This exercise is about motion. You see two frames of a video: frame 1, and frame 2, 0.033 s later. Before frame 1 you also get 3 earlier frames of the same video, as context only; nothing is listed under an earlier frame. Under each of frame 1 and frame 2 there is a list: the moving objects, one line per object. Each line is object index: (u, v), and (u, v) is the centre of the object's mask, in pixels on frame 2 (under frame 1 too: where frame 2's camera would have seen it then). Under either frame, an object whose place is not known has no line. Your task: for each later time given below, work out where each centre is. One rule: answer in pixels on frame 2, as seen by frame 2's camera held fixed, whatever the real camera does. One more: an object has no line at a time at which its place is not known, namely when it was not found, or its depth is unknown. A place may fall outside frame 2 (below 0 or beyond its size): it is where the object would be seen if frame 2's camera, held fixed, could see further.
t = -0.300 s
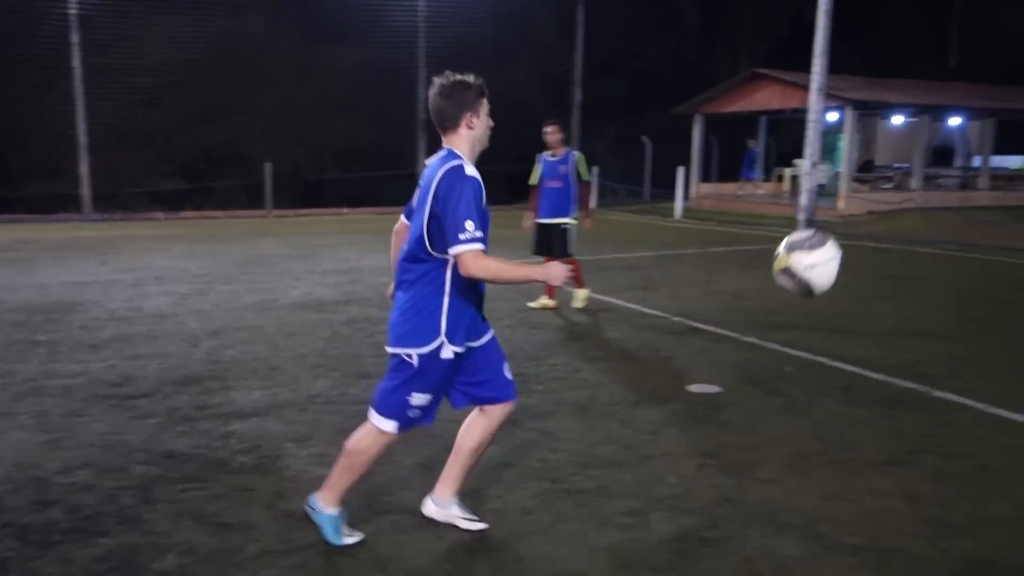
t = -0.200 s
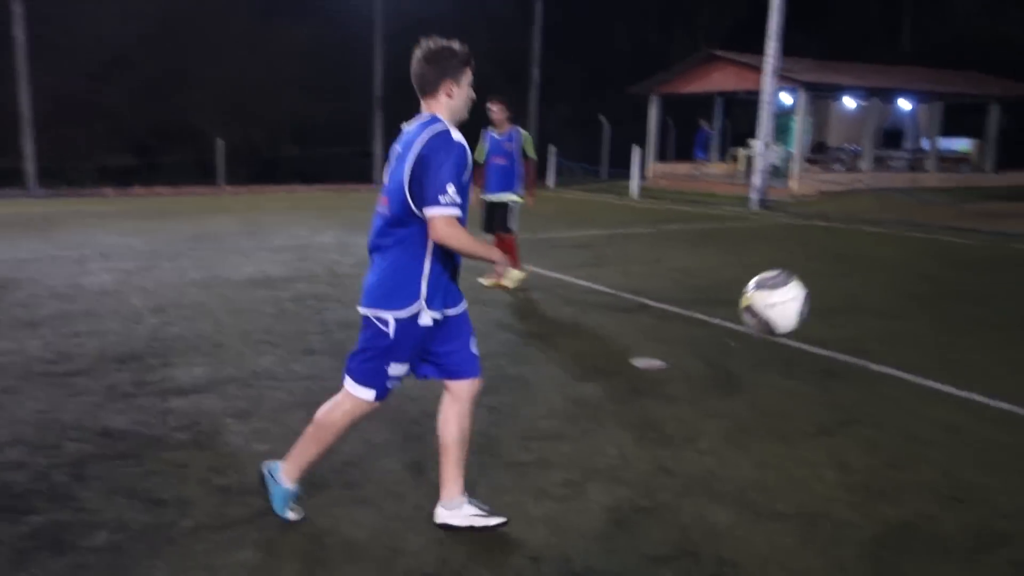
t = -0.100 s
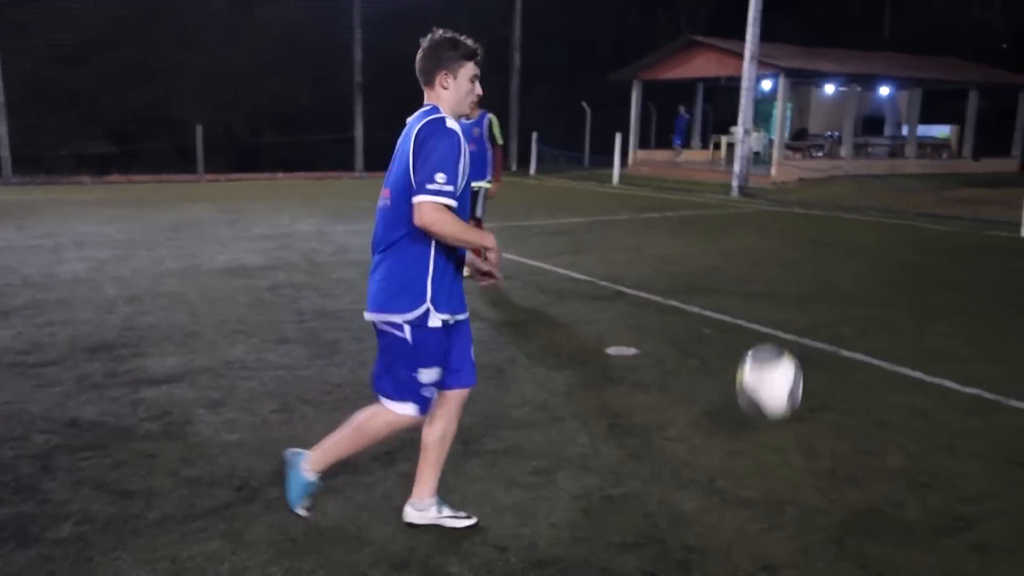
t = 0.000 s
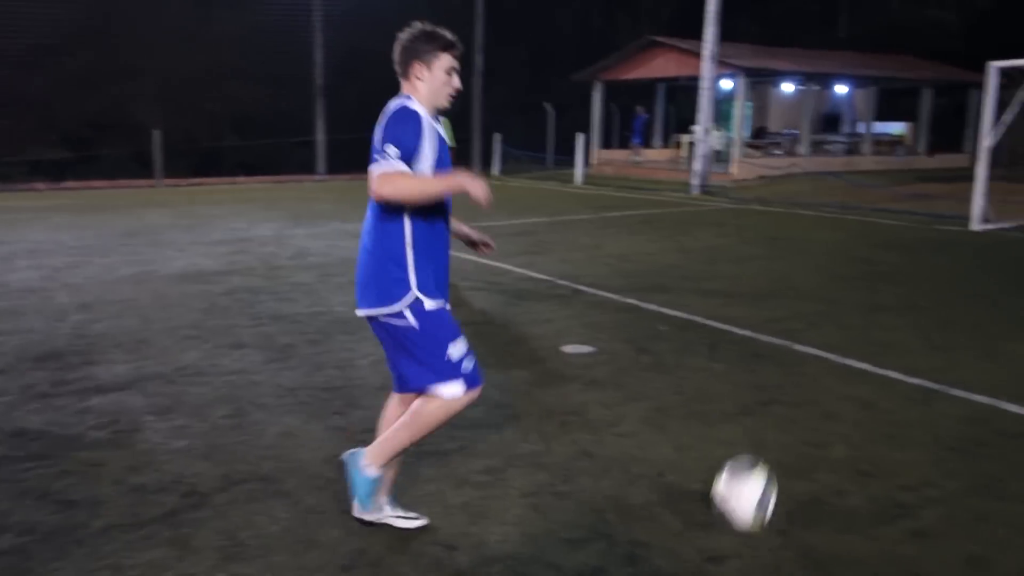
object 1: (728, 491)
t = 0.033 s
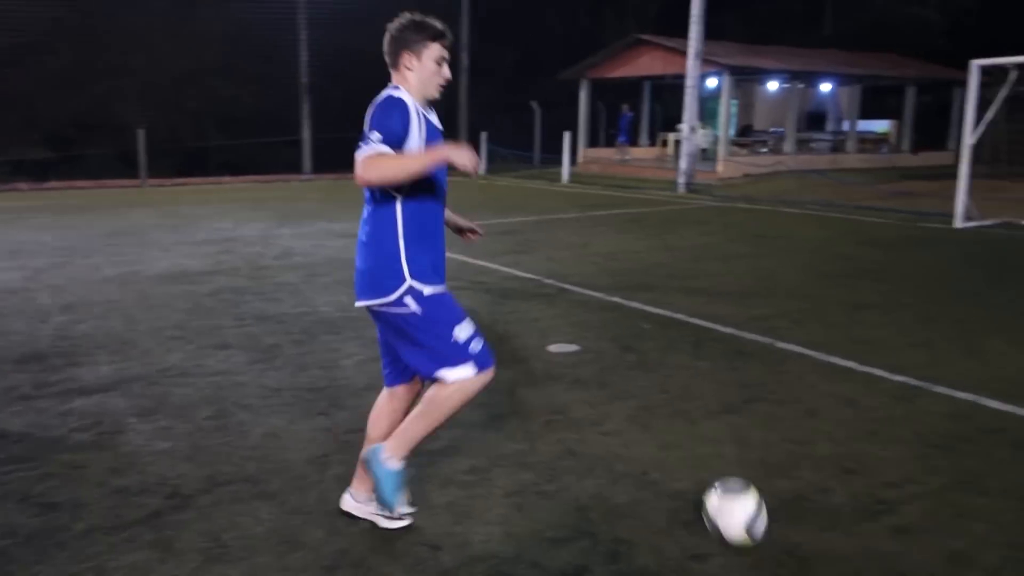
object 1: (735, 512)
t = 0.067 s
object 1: (741, 487)
